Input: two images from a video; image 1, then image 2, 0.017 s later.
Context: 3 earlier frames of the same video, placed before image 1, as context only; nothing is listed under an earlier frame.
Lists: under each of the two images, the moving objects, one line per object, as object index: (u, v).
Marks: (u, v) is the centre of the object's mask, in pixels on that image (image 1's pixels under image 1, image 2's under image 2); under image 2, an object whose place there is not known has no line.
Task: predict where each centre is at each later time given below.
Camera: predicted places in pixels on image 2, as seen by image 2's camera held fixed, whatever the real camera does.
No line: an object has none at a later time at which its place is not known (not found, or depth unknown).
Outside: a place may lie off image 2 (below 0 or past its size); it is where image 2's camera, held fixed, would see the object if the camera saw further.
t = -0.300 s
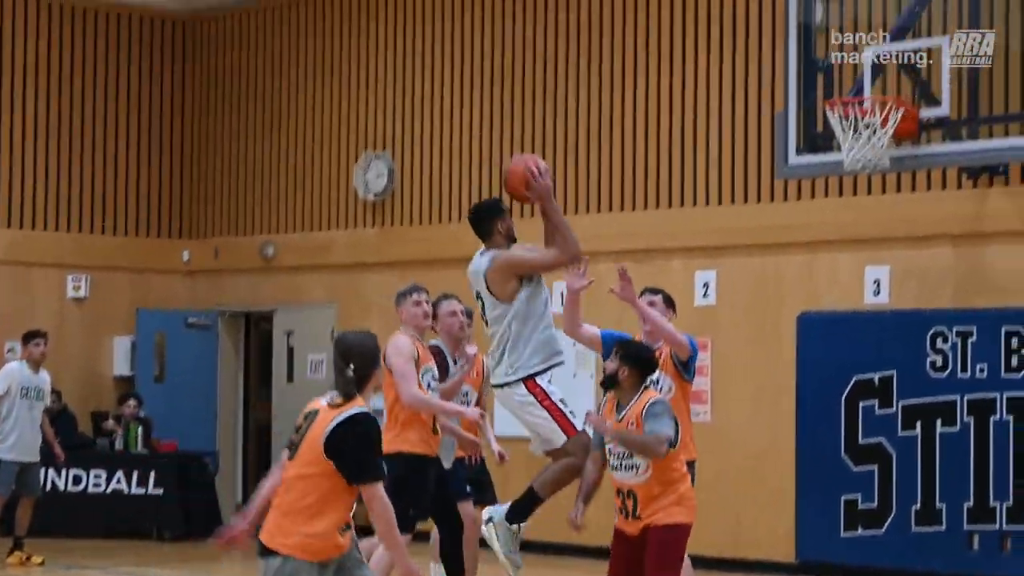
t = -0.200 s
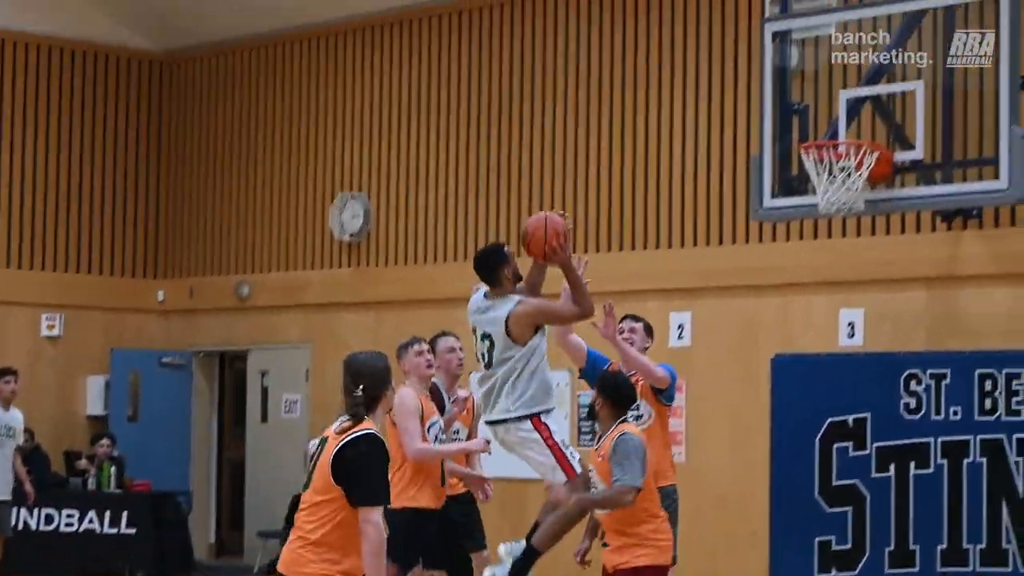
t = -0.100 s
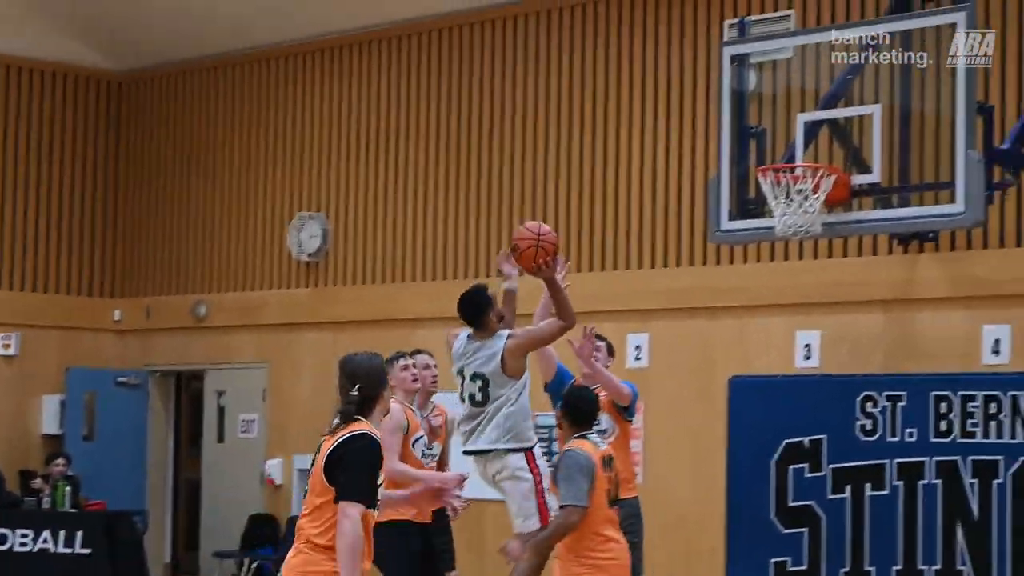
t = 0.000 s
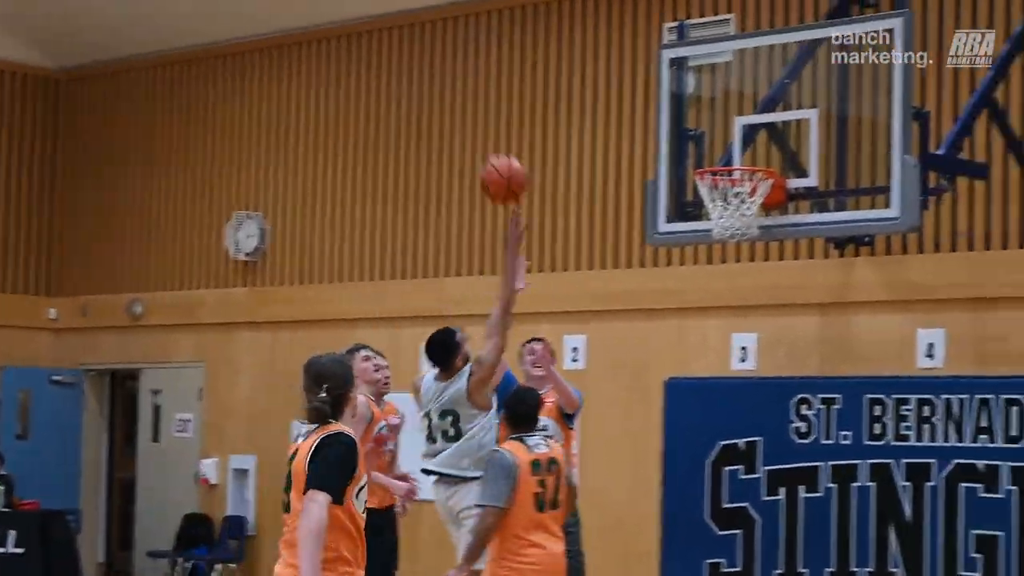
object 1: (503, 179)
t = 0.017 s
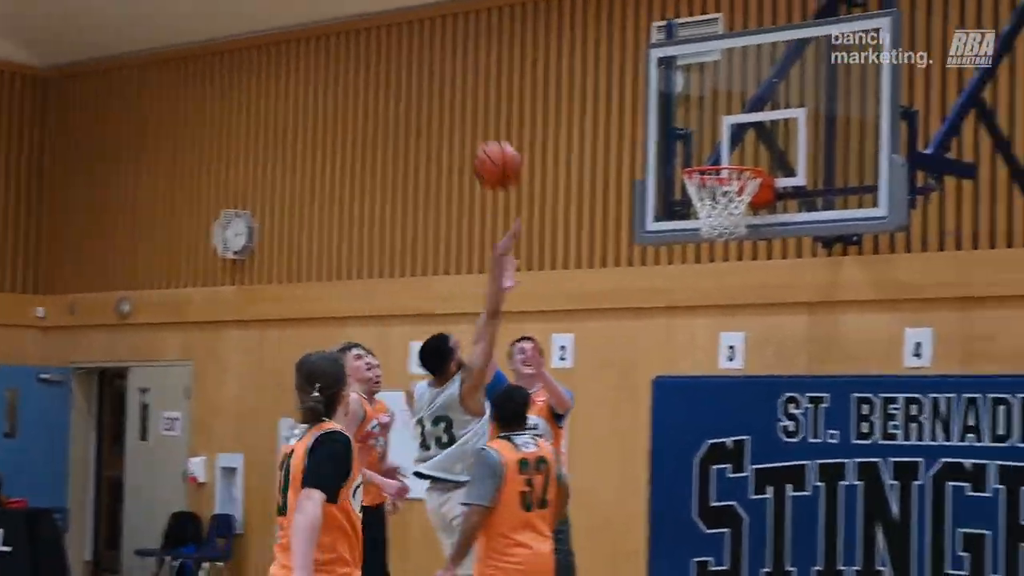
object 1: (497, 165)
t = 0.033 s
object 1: (502, 153)
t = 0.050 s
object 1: (509, 141)
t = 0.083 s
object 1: (518, 119)
